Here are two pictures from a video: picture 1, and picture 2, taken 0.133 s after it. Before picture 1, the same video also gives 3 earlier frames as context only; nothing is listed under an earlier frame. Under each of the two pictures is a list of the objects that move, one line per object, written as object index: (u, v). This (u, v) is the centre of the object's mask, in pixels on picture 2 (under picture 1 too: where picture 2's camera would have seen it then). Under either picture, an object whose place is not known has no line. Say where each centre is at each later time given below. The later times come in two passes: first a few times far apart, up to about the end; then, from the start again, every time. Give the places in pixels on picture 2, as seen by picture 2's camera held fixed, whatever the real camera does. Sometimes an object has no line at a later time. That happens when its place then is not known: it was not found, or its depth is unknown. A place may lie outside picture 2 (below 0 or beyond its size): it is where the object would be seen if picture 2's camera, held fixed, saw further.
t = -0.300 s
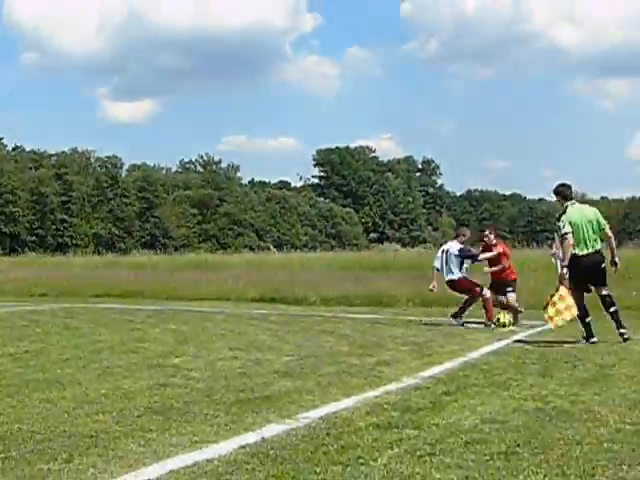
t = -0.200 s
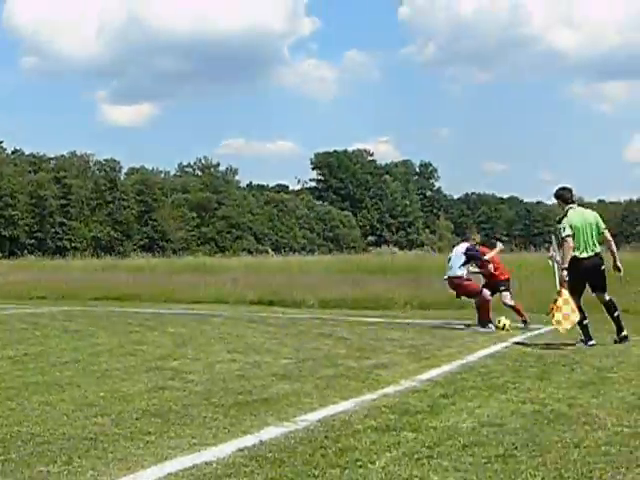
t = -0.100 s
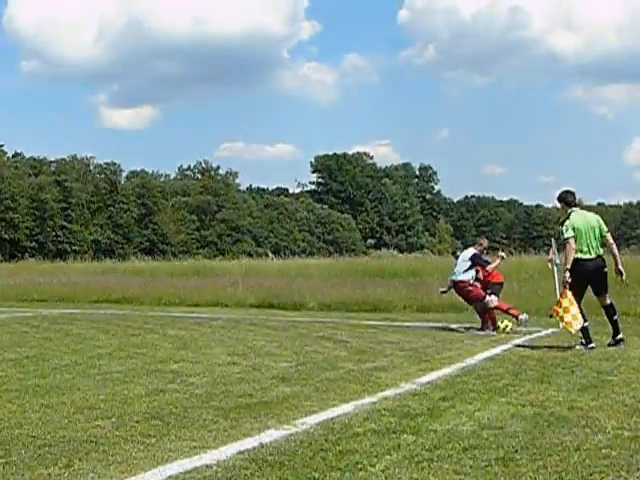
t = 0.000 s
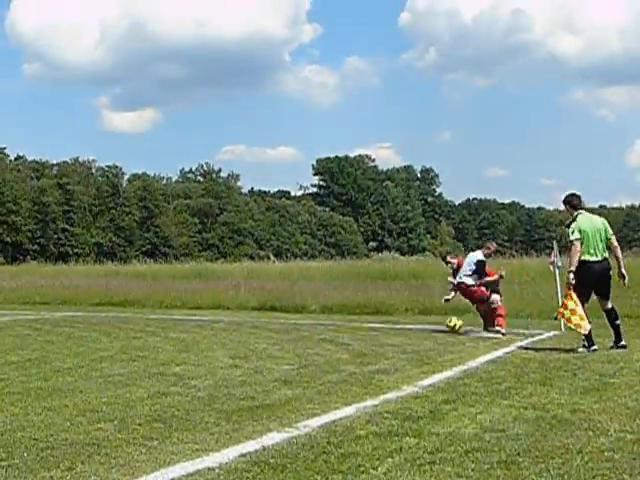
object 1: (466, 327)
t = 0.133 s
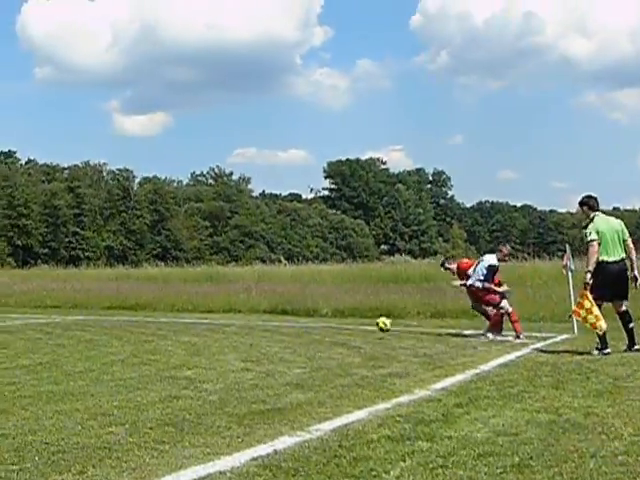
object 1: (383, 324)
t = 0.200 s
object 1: (343, 327)
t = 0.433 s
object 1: (235, 322)
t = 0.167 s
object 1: (363, 326)
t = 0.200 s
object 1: (343, 327)
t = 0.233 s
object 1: (323, 330)
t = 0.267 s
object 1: (305, 331)
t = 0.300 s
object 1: (291, 328)
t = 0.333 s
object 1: (277, 326)
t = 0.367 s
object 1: (263, 324)
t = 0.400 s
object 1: (249, 322)
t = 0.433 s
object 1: (235, 322)
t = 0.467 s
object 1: (222, 323)
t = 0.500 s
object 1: (209, 324)
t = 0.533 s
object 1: (196, 326)
